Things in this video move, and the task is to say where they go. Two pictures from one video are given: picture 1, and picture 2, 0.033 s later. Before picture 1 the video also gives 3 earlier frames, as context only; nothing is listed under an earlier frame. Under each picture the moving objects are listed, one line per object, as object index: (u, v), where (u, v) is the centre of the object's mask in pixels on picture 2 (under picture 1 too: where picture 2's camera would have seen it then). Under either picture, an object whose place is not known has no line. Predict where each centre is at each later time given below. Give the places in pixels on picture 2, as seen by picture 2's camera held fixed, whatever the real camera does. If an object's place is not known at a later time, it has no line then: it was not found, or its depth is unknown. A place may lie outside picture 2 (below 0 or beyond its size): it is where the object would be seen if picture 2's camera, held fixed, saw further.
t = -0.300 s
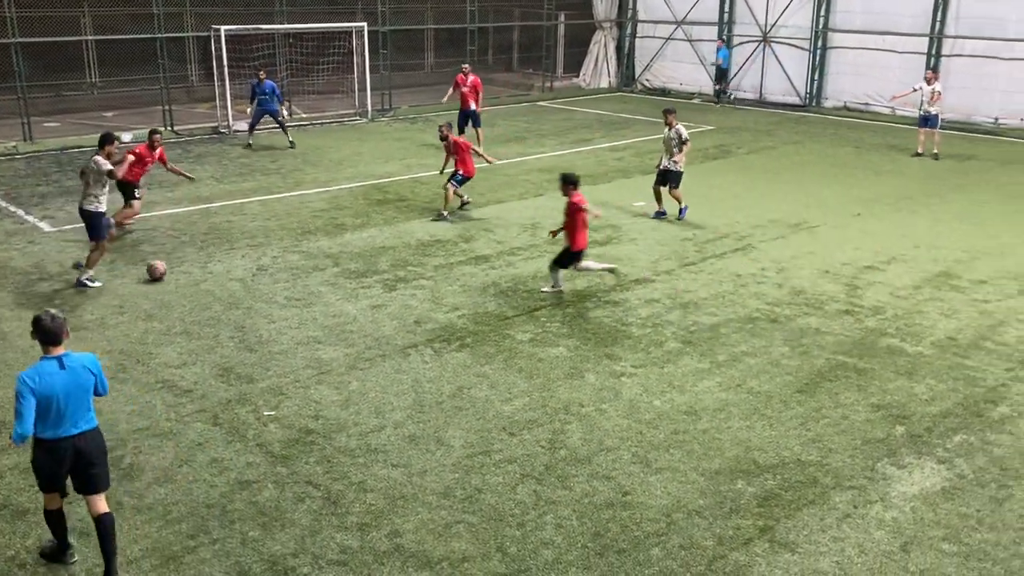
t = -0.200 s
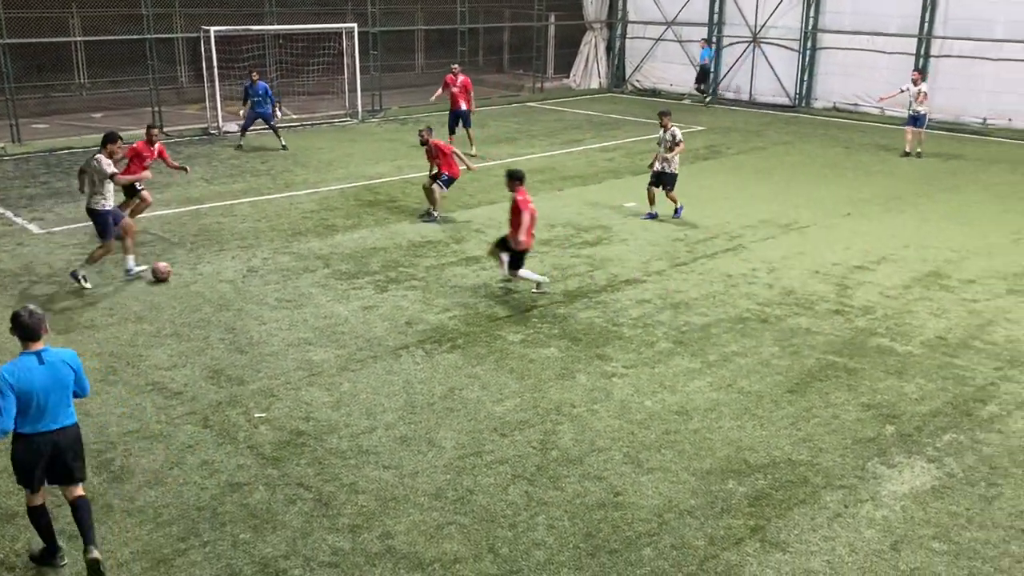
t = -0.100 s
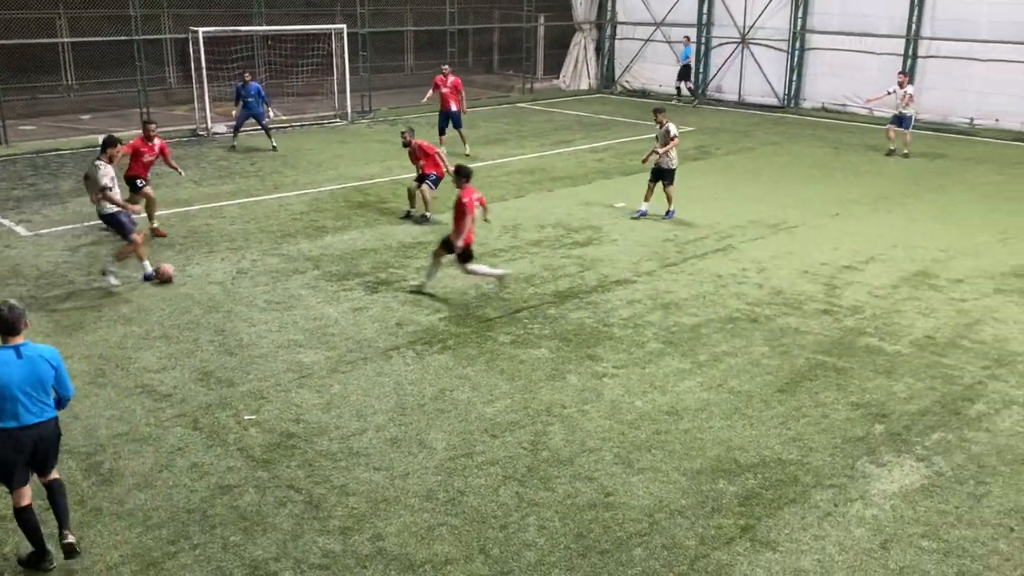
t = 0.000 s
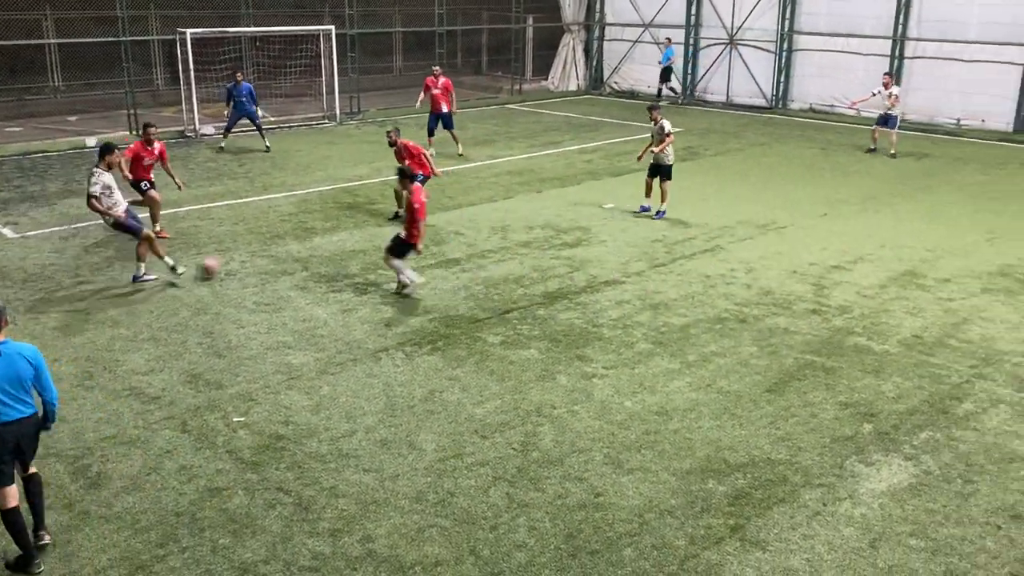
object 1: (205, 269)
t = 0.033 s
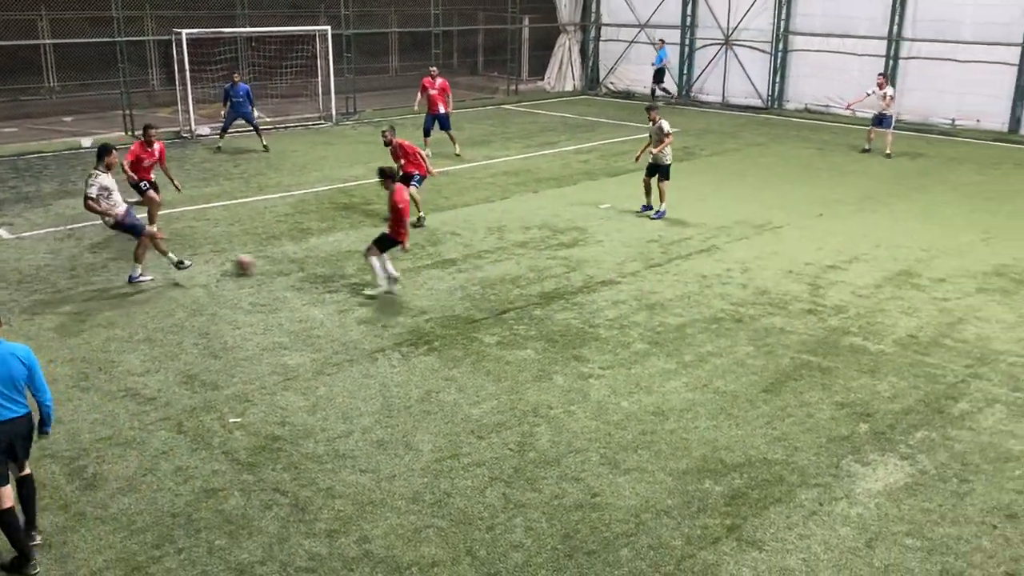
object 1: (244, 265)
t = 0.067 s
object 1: (280, 260)
